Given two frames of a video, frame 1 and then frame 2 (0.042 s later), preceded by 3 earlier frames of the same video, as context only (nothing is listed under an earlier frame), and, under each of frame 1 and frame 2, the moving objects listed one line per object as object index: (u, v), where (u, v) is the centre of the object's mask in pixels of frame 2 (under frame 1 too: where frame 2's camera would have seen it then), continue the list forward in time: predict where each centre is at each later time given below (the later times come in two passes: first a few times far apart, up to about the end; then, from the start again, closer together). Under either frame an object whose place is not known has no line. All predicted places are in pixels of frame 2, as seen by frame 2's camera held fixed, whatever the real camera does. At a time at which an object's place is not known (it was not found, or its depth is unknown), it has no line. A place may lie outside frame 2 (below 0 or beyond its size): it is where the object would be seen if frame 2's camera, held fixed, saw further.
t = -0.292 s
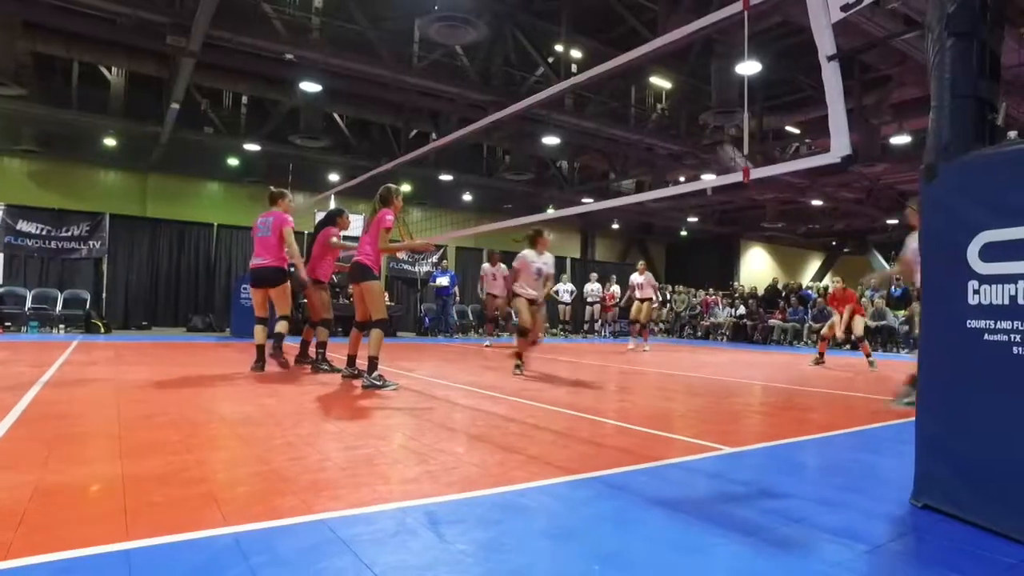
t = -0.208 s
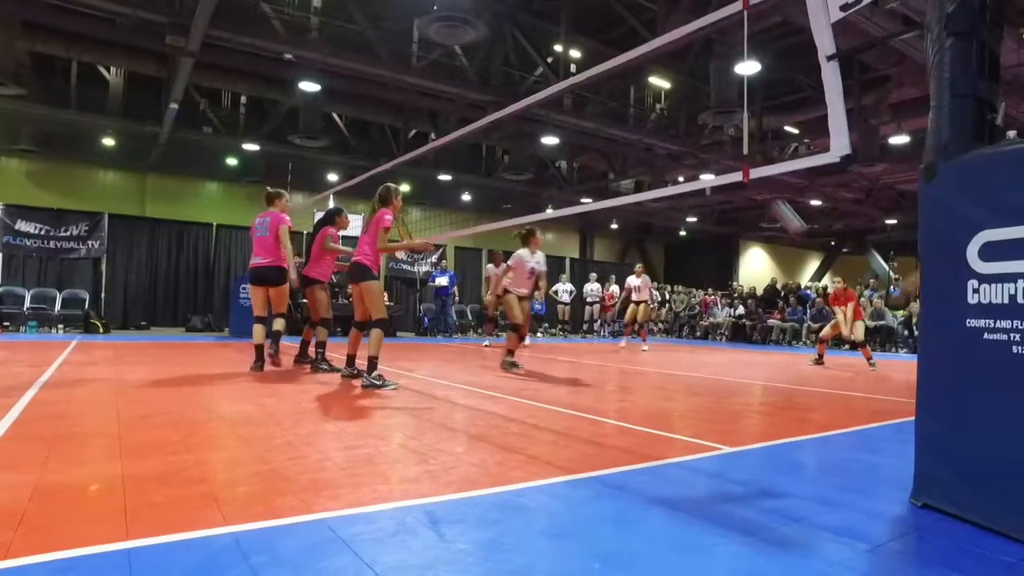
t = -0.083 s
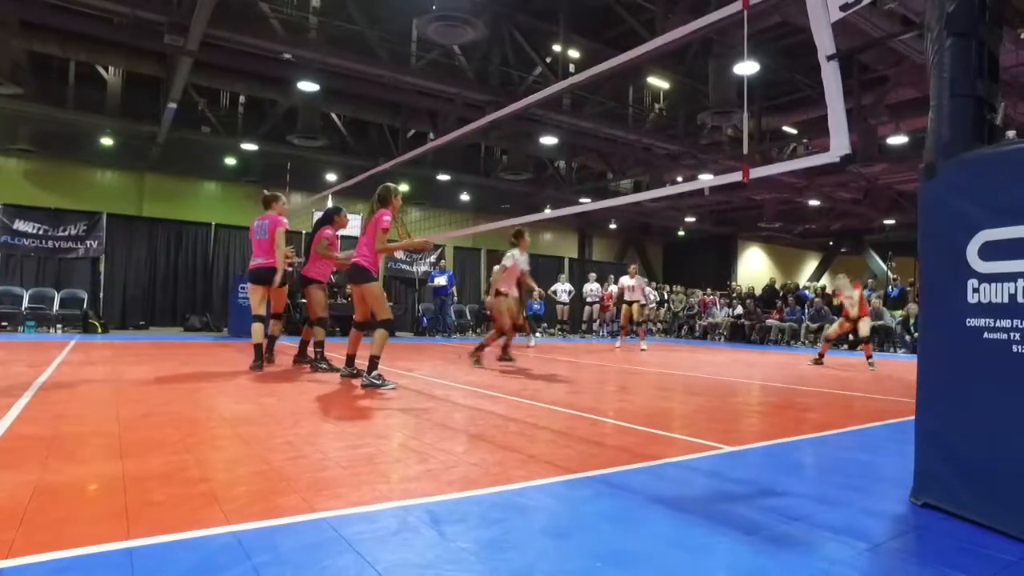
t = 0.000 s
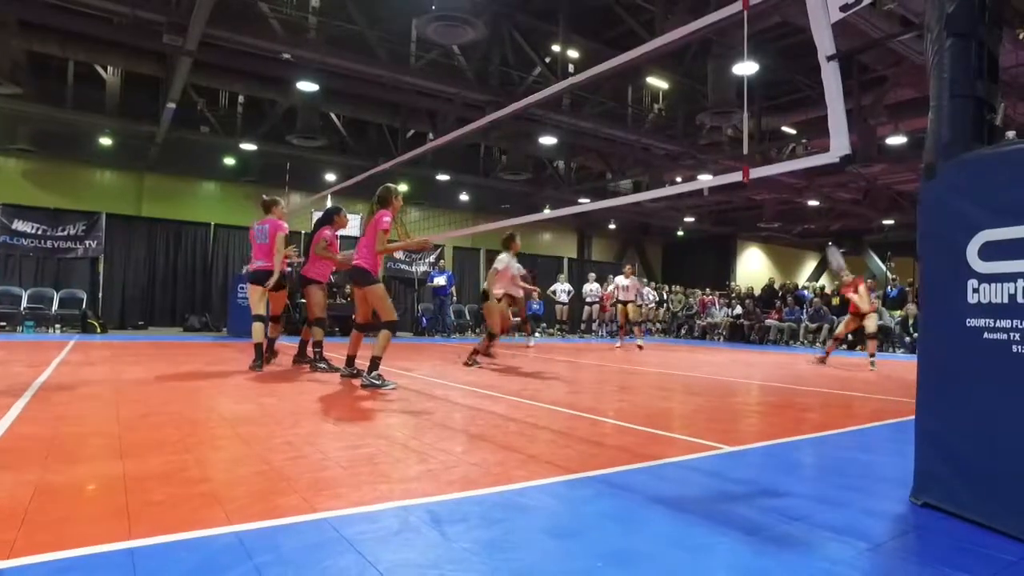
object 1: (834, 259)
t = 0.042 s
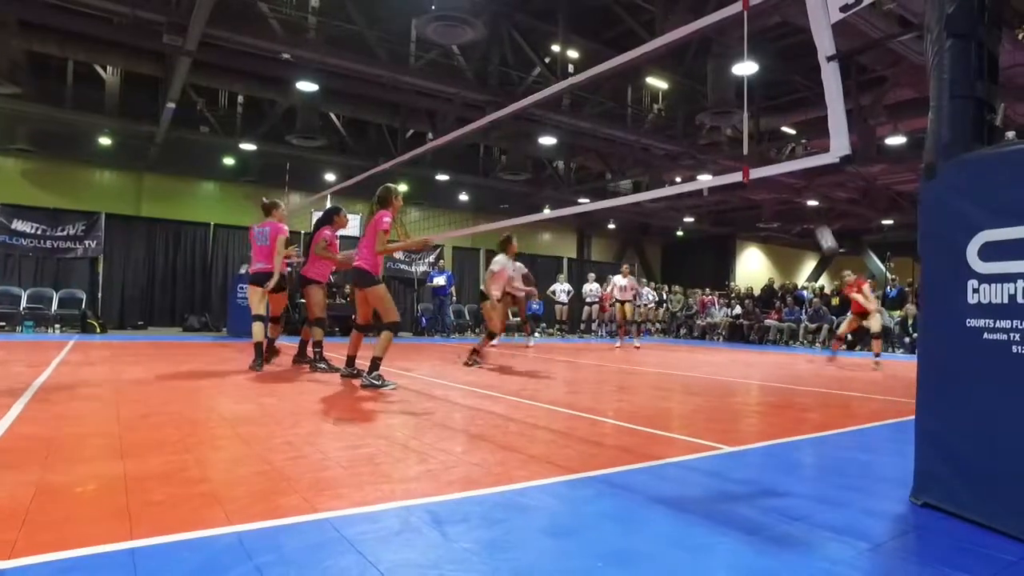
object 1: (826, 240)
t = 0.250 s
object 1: (780, 154)
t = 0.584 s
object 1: (708, 86)
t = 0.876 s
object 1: (641, 90)
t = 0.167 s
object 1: (799, 185)
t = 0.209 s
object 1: (792, 171)
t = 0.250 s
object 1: (780, 154)
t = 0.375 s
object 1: (758, 120)
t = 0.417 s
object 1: (742, 110)
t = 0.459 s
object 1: (734, 103)
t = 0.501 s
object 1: (725, 96)
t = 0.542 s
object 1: (716, 91)
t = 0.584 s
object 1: (708, 86)
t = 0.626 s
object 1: (698, 82)
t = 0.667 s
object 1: (688, 80)
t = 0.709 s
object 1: (679, 80)
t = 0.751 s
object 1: (672, 80)
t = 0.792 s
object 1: (664, 80)
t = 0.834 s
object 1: (649, 86)
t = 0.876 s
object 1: (641, 90)
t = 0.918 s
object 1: (633, 95)
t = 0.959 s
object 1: (624, 102)
